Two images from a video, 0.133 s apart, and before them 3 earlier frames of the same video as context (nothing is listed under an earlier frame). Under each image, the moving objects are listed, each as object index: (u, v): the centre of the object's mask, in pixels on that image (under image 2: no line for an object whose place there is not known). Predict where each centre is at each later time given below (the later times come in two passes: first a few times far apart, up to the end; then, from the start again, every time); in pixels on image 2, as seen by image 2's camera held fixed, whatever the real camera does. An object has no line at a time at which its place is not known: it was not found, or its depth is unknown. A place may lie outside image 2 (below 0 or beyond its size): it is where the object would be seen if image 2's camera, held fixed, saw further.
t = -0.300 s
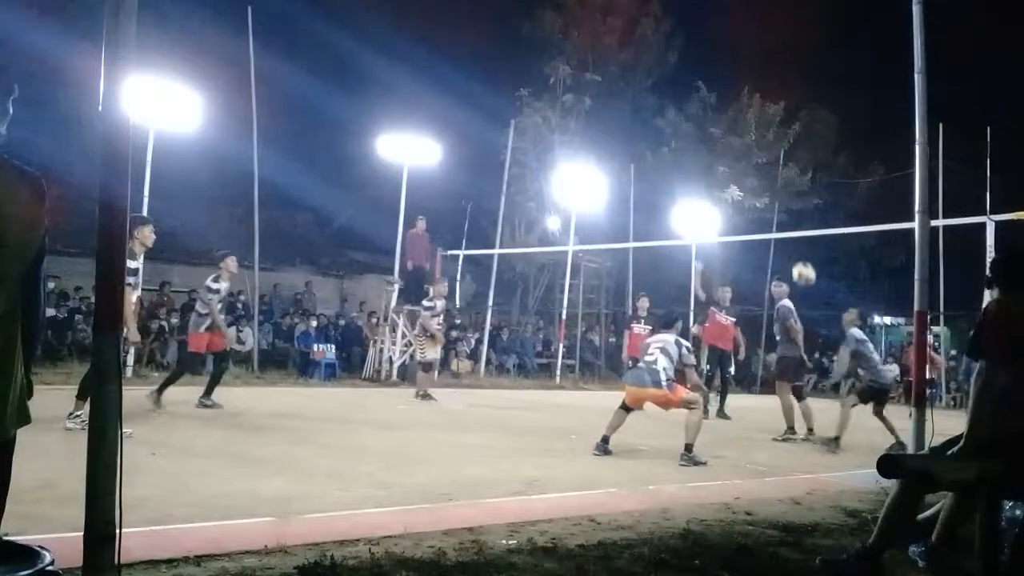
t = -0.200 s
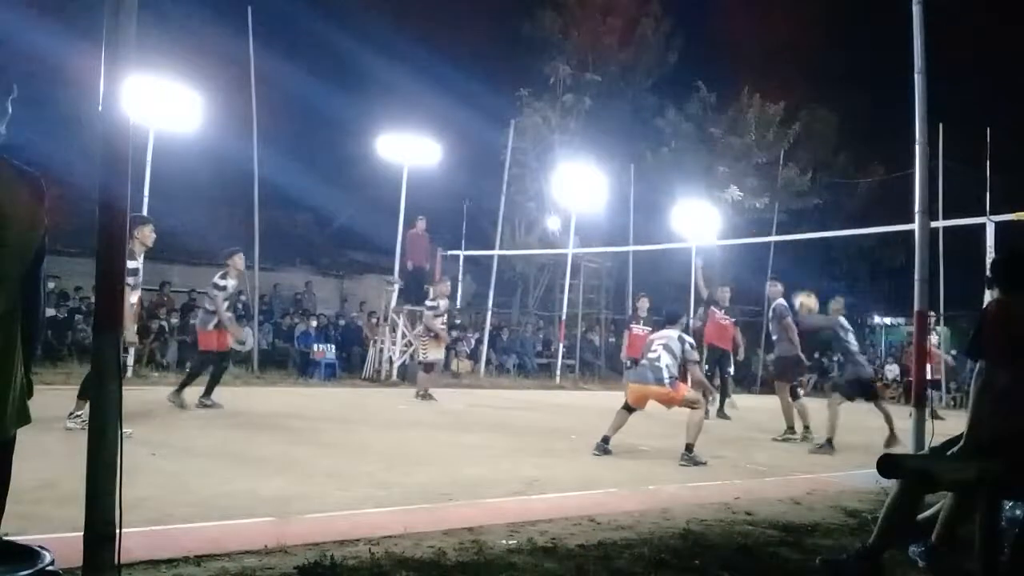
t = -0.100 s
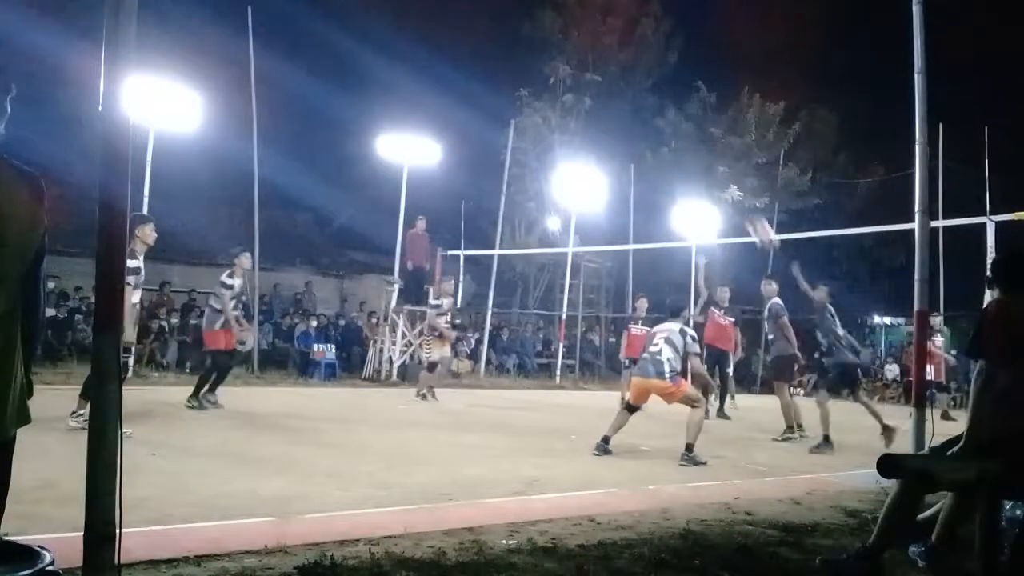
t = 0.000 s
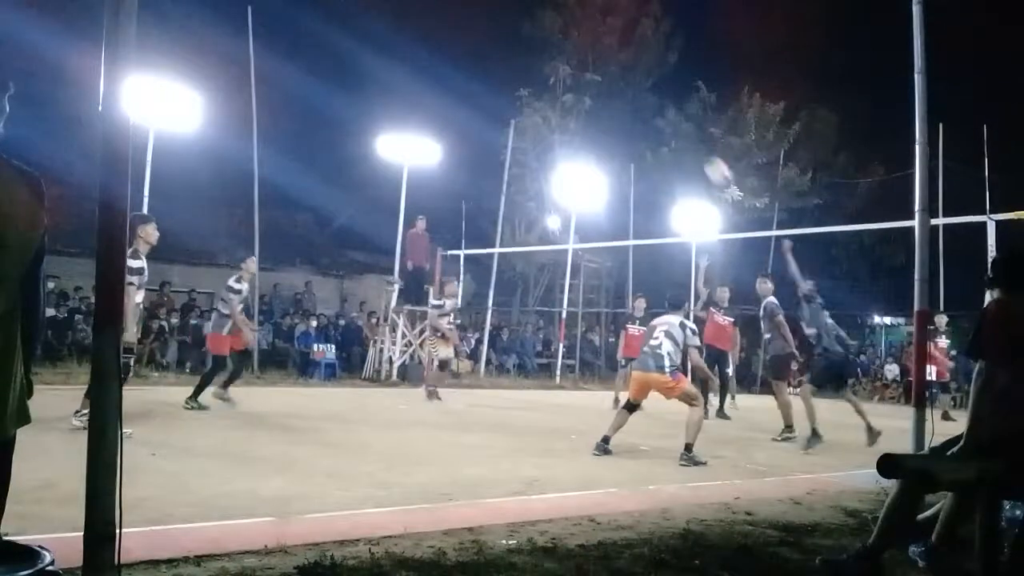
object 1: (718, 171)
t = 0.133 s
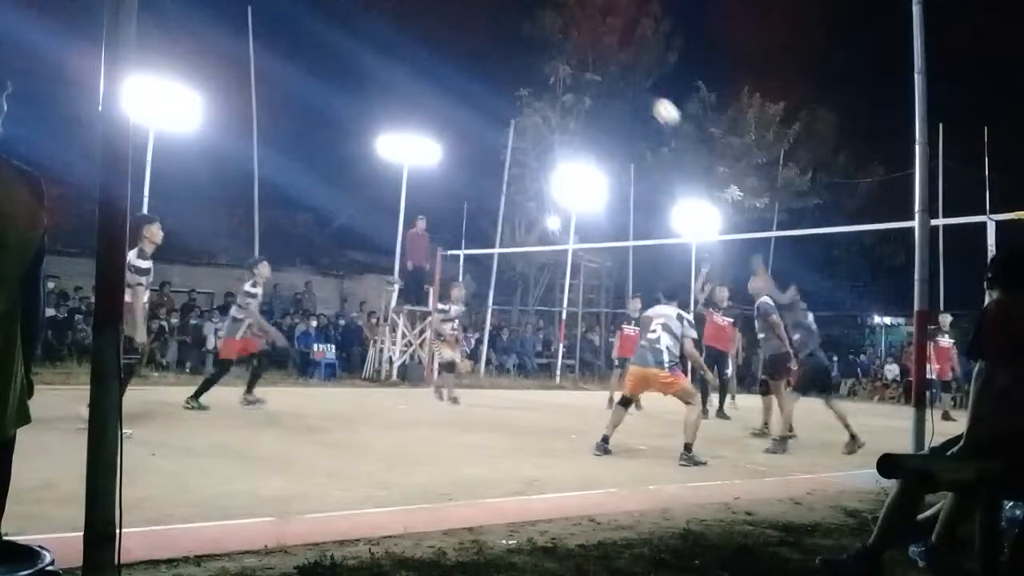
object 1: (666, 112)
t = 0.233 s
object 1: (630, 81)
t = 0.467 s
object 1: (553, 50)
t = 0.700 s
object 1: (483, 67)
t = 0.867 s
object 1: (436, 104)
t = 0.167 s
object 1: (654, 100)
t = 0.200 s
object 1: (642, 90)
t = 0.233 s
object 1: (630, 81)
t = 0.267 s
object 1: (618, 73)
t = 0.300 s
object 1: (607, 66)
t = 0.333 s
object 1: (596, 61)
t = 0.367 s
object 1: (584, 57)
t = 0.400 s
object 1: (574, 54)
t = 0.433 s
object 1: (563, 51)
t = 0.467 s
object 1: (553, 50)
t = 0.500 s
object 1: (542, 49)
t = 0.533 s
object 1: (532, 50)
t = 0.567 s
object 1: (521, 52)
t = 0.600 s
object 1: (511, 54)
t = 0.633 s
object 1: (501, 57)
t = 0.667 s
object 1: (492, 62)
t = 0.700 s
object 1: (483, 67)
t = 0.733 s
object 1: (473, 72)
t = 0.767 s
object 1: (464, 79)
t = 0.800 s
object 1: (455, 86)
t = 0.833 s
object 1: (445, 95)
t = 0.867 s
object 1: (436, 104)
